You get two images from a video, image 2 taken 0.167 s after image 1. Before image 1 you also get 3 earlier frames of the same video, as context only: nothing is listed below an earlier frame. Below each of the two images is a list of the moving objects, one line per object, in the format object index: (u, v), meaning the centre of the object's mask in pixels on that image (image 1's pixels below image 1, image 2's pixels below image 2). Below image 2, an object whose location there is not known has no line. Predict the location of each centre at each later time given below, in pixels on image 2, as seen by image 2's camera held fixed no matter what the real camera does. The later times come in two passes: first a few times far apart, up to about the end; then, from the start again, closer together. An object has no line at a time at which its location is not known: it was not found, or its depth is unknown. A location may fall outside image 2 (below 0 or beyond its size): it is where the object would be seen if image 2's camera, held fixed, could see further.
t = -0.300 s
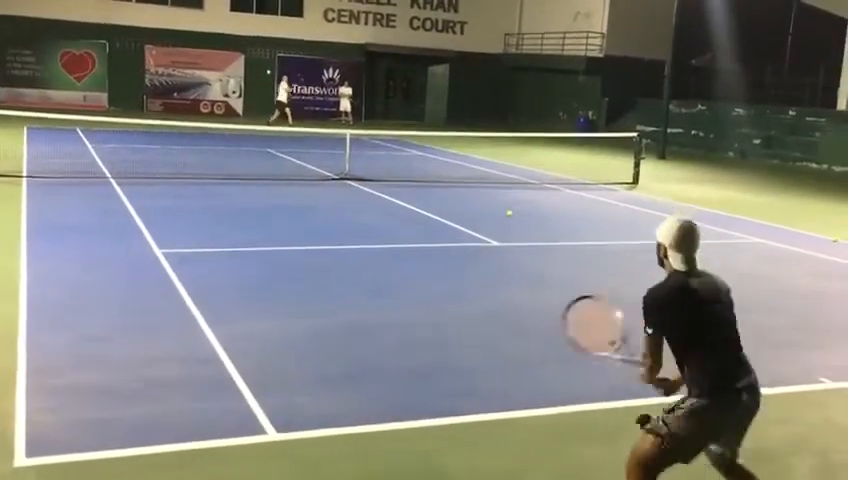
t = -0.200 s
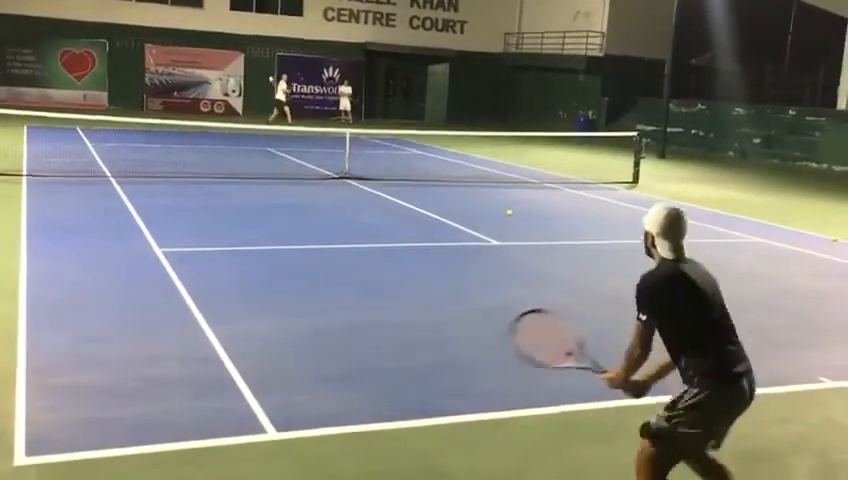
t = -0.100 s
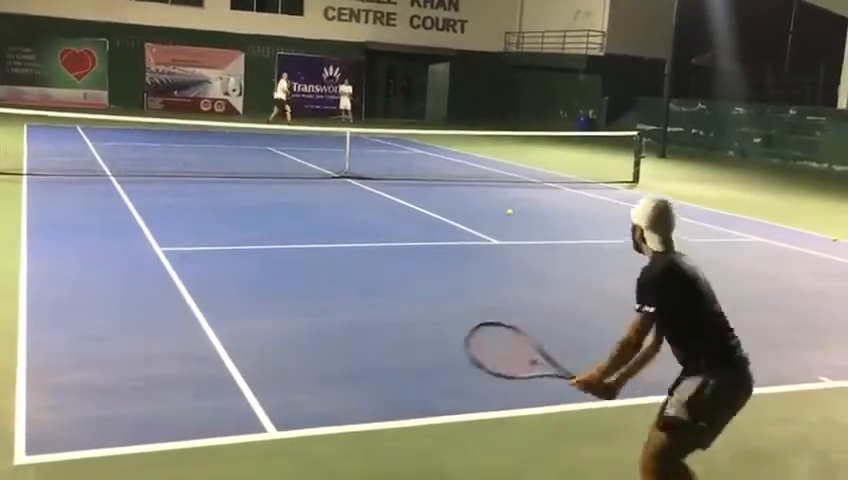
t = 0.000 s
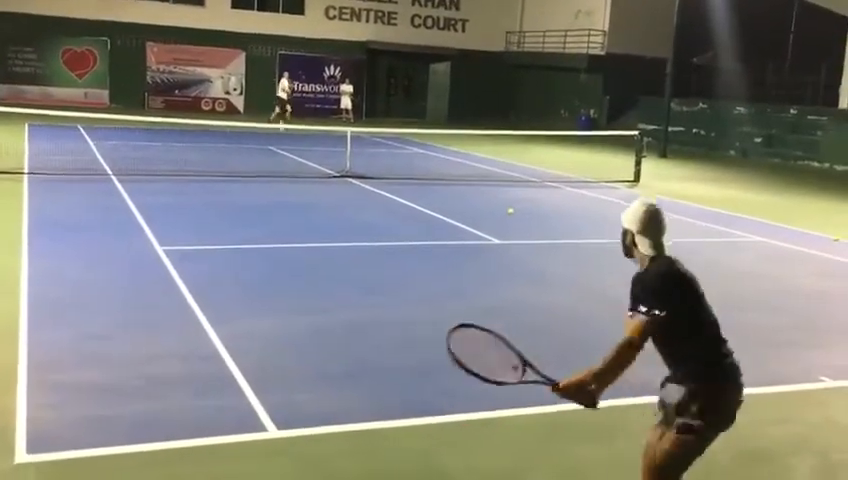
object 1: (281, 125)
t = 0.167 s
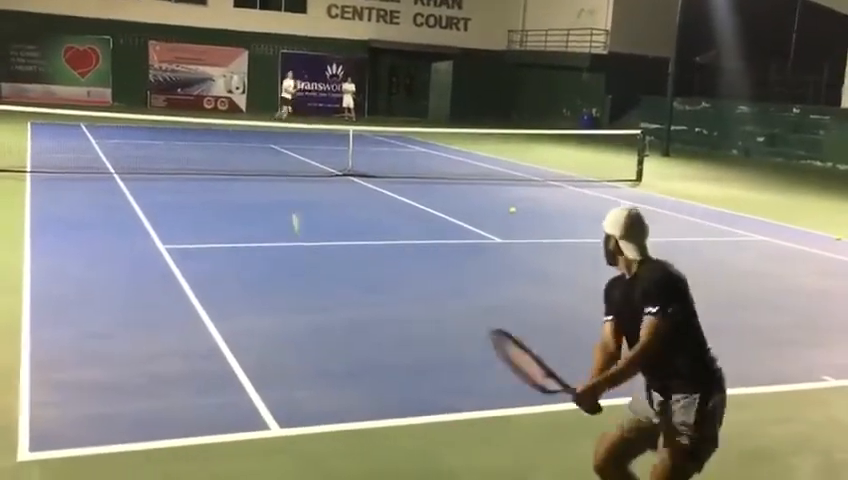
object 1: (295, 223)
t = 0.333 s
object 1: (315, 252)
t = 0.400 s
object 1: (326, 240)
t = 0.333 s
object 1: (315, 252)
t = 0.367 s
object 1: (320, 245)
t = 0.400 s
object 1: (326, 240)
